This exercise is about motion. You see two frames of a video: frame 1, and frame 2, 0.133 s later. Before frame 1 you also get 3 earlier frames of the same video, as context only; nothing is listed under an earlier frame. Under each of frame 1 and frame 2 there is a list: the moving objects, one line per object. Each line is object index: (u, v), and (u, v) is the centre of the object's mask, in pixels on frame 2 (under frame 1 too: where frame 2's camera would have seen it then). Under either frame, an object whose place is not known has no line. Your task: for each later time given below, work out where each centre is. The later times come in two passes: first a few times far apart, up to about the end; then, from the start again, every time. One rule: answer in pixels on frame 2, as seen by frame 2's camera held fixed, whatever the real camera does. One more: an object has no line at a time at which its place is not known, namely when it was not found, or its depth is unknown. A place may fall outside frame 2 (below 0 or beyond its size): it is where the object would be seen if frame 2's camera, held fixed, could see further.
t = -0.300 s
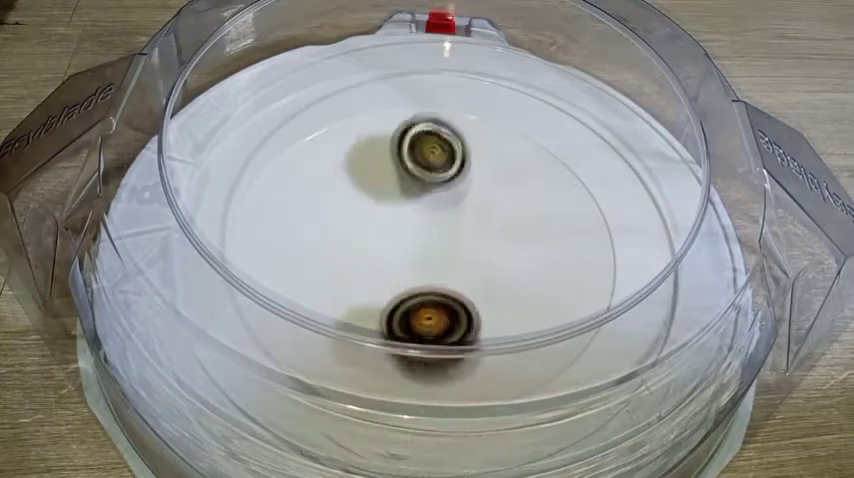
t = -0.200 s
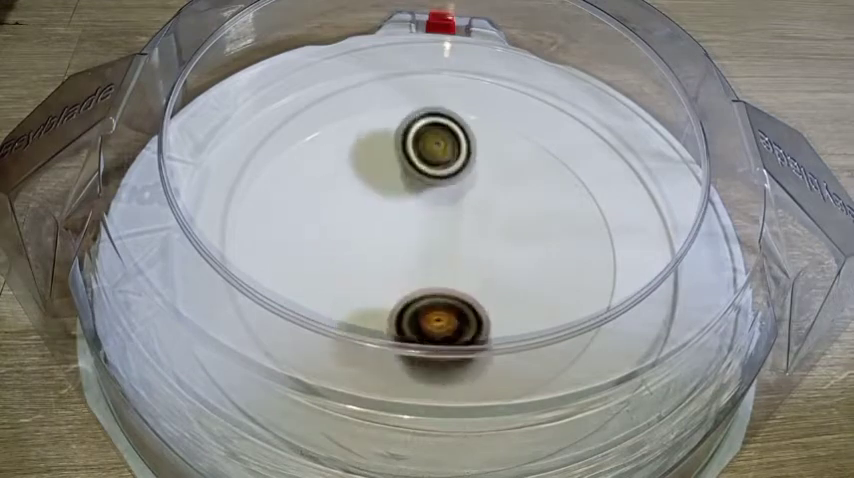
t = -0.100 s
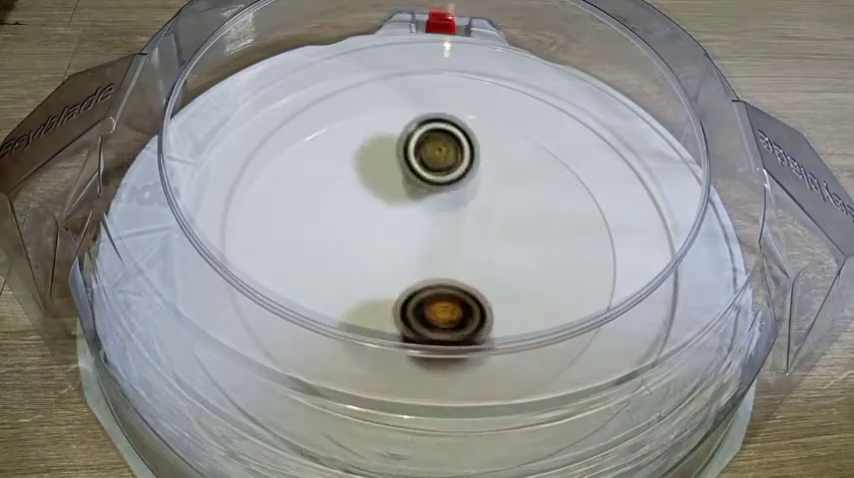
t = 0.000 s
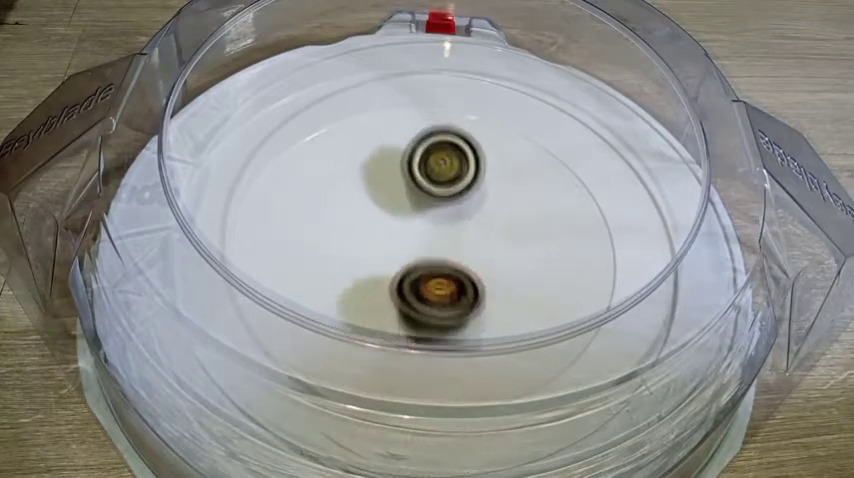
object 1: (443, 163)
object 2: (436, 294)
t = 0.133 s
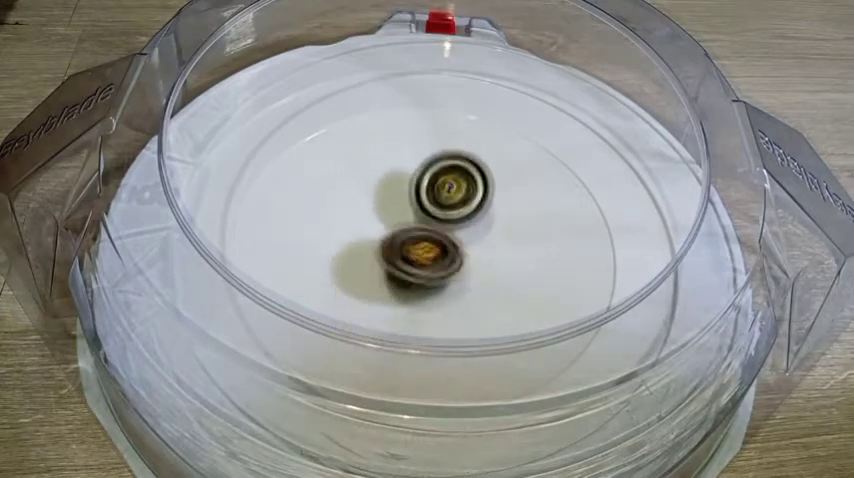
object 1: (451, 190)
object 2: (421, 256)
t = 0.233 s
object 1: (467, 192)
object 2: (377, 260)
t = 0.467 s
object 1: (459, 233)
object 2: (373, 250)
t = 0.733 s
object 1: (453, 273)
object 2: (360, 224)
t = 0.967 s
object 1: (430, 275)
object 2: (358, 189)
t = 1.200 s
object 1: (406, 279)
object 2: (387, 120)
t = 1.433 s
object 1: (387, 248)
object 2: (457, 52)
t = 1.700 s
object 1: (400, 208)
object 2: (551, 77)
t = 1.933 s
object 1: (426, 192)
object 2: (573, 147)
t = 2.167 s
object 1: (420, 192)
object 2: (508, 237)
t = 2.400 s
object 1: (404, 187)
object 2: (375, 310)
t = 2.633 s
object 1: (401, 215)
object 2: (222, 363)
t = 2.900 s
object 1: (415, 249)
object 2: (160, 283)
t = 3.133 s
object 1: (427, 265)
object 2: (252, 203)
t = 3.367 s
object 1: (433, 272)
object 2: (404, 208)
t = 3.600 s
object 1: (425, 316)
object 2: (574, 96)
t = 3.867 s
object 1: (429, 285)
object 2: (570, 72)
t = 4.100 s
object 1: (446, 202)
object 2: (549, 62)
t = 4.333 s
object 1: (454, 170)
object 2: (529, 51)
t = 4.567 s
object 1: (441, 198)
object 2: (507, 54)
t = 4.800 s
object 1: (397, 266)
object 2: (457, 79)
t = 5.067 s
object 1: (381, 273)
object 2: (393, 115)
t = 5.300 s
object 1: (393, 276)
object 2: (417, 191)
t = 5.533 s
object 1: (414, 291)
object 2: (455, 224)
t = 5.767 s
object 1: (390, 282)
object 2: (464, 234)
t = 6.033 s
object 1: (388, 255)
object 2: (467, 233)
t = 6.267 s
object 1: (391, 241)
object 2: (467, 233)
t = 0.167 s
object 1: (457, 189)
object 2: (405, 257)
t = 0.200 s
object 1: (463, 188)
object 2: (389, 259)
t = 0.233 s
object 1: (467, 192)
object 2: (377, 260)
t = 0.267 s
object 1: (469, 197)
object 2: (371, 259)
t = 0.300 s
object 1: (470, 203)
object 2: (368, 258)
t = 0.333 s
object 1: (469, 210)
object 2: (367, 256)
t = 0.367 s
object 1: (467, 216)
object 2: (368, 254)
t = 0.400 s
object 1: (465, 222)
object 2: (369, 253)
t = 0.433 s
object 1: (462, 228)
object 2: (371, 252)
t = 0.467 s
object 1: (459, 233)
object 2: (373, 250)
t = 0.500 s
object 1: (459, 238)
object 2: (370, 247)
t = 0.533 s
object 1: (461, 244)
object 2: (363, 243)
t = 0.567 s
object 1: (461, 252)
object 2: (359, 239)
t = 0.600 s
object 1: (458, 258)
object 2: (359, 237)
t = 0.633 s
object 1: (454, 262)
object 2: (360, 236)
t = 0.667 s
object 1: (451, 266)
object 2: (364, 235)
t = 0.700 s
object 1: (450, 269)
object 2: (365, 232)
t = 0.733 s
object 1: (453, 273)
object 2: (360, 224)
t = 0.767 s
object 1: (453, 279)
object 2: (356, 216)
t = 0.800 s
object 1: (451, 282)
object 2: (353, 207)
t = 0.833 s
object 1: (447, 284)
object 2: (351, 201)
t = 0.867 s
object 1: (442, 283)
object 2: (351, 196)
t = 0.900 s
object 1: (438, 281)
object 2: (353, 192)
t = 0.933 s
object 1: (433, 279)
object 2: (354, 191)
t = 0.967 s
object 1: (430, 275)
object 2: (358, 189)
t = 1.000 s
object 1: (427, 270)
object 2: (363, 186)
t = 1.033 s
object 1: (423, 264)
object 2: (367, 185)
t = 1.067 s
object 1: (417, 257)
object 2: (373, 183)
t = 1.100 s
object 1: (414, 265)
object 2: (376, 171)
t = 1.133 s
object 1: (412, 273)
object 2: (377, 152)
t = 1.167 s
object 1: (410, 278)
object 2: (382, 134)
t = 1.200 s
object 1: (406, 279)
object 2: (387, 120)
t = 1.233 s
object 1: (403, 276)
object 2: (393, 107)
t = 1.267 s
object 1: (397, 273)
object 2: (400, 97)
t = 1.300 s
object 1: (394, 269)
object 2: (406, 89)
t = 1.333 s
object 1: (392, 264)
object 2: (418, 79)
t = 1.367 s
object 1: (390, 259)
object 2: (434, 67)
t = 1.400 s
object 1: (389, 254)
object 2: (449, 57)
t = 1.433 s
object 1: (387, 248)
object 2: (457, 52)
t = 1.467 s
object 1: (387, 242)
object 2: (469, 46)
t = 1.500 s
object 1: (387, 237)
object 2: (481, 43)
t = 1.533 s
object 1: (388, 233)
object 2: (497, 39)
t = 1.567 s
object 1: (389, 227)
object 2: (509, 43)
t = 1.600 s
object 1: (391, 223)
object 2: (517, 52)
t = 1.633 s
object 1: (394, 216)
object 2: (528, 59)
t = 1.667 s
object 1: (397, 212)
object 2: (540, 69)
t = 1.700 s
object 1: (400, 208)
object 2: (551, 77)
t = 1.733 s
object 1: (404, 205)
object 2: (558, 84)
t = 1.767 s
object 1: (407, 201)
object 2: (561, 95)
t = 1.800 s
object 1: (410, 199)
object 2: (564, 105)
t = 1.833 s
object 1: (415, 196)
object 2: (567, 115)
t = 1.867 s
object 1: (418, 193)
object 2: (570, 126)
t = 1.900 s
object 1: (422, 193)
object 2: (572, 137)
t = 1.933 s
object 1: (426, 192)
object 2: (573, 147)
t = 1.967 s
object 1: (430, 192)
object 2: (572, 160)
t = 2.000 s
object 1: (435, 191)
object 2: (564, 172)
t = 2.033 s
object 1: (440, 192)
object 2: (551, 186)
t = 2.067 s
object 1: (444, 194)
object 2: (537, 197)
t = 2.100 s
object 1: (439, 192)
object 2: (529, 211)
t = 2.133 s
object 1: (428, 191)
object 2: (520, 225)
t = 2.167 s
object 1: (420, 192)
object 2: (508, 237)
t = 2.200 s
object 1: (414, 195)
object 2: (494, 246)
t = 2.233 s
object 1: (409, 202)
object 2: (477, 254)
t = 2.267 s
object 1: (406, 210)
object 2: (460, 261)
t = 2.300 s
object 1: (404, 206)
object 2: (441, 273)
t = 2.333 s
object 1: (404, 194)
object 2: (423, 291)
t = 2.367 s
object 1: (404, 190)
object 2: (400, 306)
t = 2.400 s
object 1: (404, 187)
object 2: (375, 310)
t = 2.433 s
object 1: (404, 188)
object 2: (356, 314)
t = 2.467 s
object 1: (402, 191)
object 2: (324, 331)
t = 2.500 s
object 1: (400, 197)
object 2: (302, 339)
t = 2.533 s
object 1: (400, 200)
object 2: (277, 348)
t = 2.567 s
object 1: (400, 204)
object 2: (248, 357)
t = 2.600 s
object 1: (400, 209)
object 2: (231, 364)
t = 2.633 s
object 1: (401, 215)
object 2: (222, 363)
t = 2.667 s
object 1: (403, 219)
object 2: (209, 354)
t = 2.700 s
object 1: (405, 224)
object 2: (193, 352)
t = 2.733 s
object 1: (406, 230)
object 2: (168, 347)
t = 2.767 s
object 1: (408, 233)
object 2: (151, 343)
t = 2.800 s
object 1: (410, 237)
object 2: (152, 331)
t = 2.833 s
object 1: (412, 241)
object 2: (154, 315)
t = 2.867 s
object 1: (414, 245)
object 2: (156, 298)
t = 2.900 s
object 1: (415, 249)
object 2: (160, 283)
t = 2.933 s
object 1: (417, 252)
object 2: (169, 266)
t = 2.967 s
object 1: (419, 255)
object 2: (177, 253)
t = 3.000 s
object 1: (421, 259)
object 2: (192, 245)
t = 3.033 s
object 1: (422, 262)
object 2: (204, 235)
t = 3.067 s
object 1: (423, 263)
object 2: (220, 222)
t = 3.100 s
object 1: (425, 264)
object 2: (234, 212)
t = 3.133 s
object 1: (427, 265)
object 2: (252, 203)
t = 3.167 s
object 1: (429, 266)
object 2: (272, 198)
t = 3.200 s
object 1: (429, 266)
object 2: (291, 197)
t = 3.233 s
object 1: (430, 266)
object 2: (313, 199)
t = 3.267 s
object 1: (431, 264)
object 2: (334, 202)
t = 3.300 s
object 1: (432, 263)
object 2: (355, 208)
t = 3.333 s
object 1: (433, 262)
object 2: (377, 211)
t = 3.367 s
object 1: (433, 272)
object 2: (404, 208)
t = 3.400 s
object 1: (430, 292)
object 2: (434, 190)
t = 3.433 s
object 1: (427, 306)
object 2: (469, 168)
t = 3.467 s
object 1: (426, 312)
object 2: (496, 151)
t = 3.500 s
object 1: (425, 315)
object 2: (519, 135)
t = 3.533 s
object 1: (424, 316)
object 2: (542, 120)
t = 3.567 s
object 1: (424, 317)
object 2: (559, 105)
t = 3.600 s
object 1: (425, 316)
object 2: (574, 96)
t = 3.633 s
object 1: (424, 315)
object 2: (585, 81)
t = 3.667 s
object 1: (425, 314)
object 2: (589, 77)
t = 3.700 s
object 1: (424, 312)
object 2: (590, 72)
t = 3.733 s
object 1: (424, 310)
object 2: (583, 71)
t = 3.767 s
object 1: (425, 308)
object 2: (578, 71)
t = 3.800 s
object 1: (425, 304)
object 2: (575, 70)
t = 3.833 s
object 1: (429, 291)
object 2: (572, 70)
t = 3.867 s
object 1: (429, 285)
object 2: (570, 72)
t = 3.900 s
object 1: (430, 271)
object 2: (569, 71)
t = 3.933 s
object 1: (434, 260)
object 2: (567, 69)
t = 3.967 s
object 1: (435, 249)
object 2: (564, 67)
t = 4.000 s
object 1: (438, 236)
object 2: (558, 64)
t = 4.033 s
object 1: (440, 225)
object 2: (555, 63)
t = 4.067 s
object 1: (443, 213)
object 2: (552, 63)
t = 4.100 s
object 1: (446, 202)
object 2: (549, 62)
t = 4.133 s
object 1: (446, 193)
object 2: (548, 63)
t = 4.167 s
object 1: (449, 182)
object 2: (547, 62)
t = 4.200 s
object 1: (450, 175)
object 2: (548, 60)
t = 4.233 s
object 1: (452, 173)
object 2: (546, 55)
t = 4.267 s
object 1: (454, 170)
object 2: (541, 55)
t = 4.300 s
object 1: (455, 169)
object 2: (536, 54)
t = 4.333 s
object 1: (454, 170)
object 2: (529, 51)
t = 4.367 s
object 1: (453, 170)
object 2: (525, 54)
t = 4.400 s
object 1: (452, 173)
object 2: (522, 55)
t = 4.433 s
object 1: (450, 174)
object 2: (519, 55)
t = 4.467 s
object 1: (448, 177)
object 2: (518, 56)
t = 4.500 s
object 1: (445, 181)
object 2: (515, 54)
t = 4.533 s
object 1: (444, 190)
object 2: (512, 54)
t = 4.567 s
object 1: (441, 198)
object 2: (507, 54)
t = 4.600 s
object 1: (436, 210)
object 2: (503, 57)
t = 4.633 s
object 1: (430, 220)
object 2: (493, 57)
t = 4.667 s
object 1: (425, 231)
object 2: (480, 64)
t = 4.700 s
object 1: (418, 242)
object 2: (472, 67)
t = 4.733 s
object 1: (412, 252)
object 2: (466, 72)
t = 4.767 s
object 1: (404, 259)
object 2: (462, 75)
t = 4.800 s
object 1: (397, 266)
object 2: (457, 79)
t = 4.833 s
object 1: (392, 271)
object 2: (453, 82)
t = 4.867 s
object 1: (388, 274)
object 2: (447, 84)
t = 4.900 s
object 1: (383, 279)
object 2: (440, 85)
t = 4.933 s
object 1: (380, 277)
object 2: (432, 84)
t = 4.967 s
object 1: (379, 279)
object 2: (424, 90)
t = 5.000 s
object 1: (378, 277)
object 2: (415, 98)
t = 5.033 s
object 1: (379, 276)
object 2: (405, 106)
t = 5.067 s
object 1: (381, 273)
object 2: (393, 115)
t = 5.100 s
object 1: (384, 270)
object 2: (383, 124)
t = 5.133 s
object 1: (388, 266)
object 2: (375, 138)
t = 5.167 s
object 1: (391, 261)
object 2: (373, 151)
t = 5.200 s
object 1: (397, 258)
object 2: (371, 170)
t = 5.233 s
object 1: (400, 254)
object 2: (374, 185)
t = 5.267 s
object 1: (397, 262)
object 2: (402, 190)
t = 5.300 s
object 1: (393, 276)
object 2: (417, 191)
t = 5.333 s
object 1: (393, 283)
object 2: (428, 195)
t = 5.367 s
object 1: (396, 288)
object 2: (439, 199)
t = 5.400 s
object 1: (403, 289)
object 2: (447, 201)
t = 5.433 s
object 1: (408, 290)
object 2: (450, 211)
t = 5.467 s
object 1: (410, 290)
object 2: (453, 214)
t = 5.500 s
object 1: (412, 289)
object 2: (456, 217)
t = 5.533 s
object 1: (414, 291)
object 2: (455, 224)
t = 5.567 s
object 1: (419, 285)
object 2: (453, 230)
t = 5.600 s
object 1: (422, 285)
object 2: (454, 234)
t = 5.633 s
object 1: (419, 284)
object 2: (453, 235)
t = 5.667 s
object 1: (416, 285)
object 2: (457, 236)
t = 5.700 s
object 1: (411, 284)
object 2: (460, 234)
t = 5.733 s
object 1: (402, 285)
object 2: (463, 234)
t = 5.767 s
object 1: (390, 282)
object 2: (464, 234)
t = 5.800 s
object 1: (388, 285)
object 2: (464, 235)
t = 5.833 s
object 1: (385, 281)
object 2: (462, 235)
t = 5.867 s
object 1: (386, 277)
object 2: (461, 236)
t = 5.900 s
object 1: (388, 270)
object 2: (462, 235)
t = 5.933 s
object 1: (390, 266)
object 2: (463, 234)
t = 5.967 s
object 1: (389, 263)
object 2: (465, 233)
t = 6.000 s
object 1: (388, 259)
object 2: (467, 233)
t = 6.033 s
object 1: (388, 255)
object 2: (467, 233)
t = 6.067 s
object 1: (389, 250)
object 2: (467, 233)
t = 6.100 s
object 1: (388, 247)
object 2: (467, 233)
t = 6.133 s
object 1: (389, 244)
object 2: (467, 233)
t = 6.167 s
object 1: (390, 242)
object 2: (466, 233)
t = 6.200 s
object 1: (390, 240)
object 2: (467, 233)
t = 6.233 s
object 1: (390, 240)
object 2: (467, 232)
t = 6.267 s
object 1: (391, 241)
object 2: (467, 233)
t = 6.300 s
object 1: (391, 241)
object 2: (467, 233)
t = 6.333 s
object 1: (390, 241)
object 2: (467, 233)
